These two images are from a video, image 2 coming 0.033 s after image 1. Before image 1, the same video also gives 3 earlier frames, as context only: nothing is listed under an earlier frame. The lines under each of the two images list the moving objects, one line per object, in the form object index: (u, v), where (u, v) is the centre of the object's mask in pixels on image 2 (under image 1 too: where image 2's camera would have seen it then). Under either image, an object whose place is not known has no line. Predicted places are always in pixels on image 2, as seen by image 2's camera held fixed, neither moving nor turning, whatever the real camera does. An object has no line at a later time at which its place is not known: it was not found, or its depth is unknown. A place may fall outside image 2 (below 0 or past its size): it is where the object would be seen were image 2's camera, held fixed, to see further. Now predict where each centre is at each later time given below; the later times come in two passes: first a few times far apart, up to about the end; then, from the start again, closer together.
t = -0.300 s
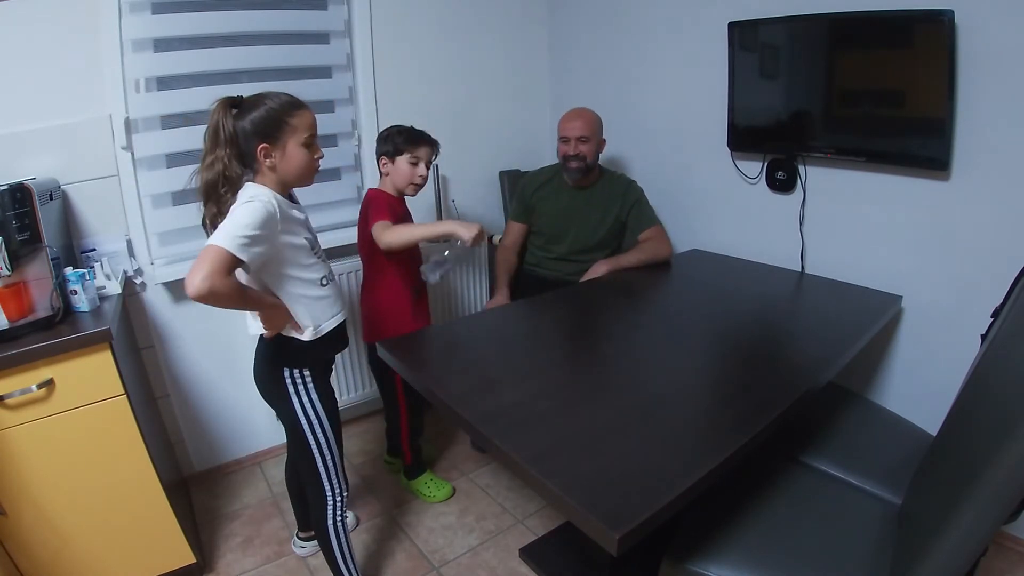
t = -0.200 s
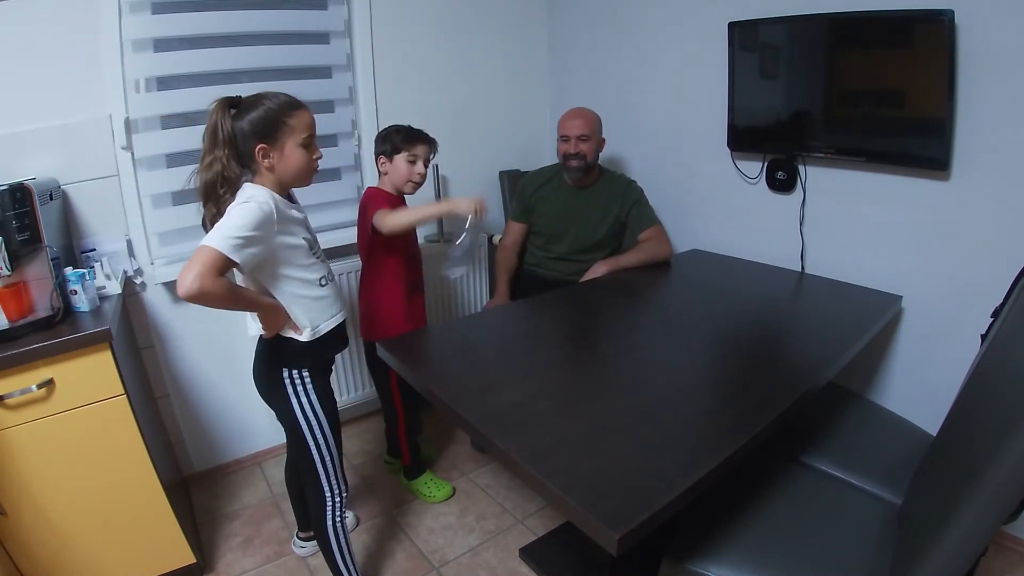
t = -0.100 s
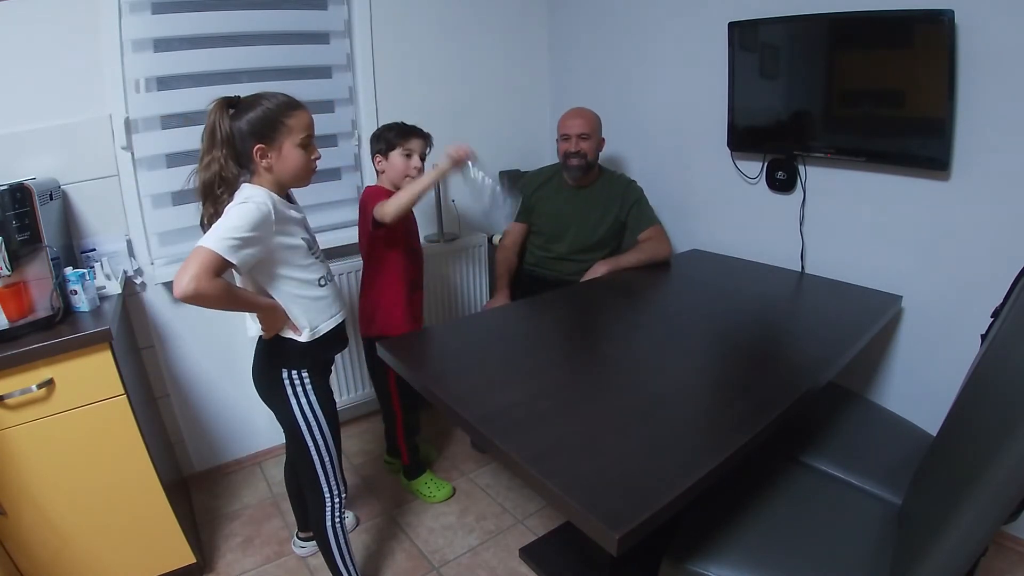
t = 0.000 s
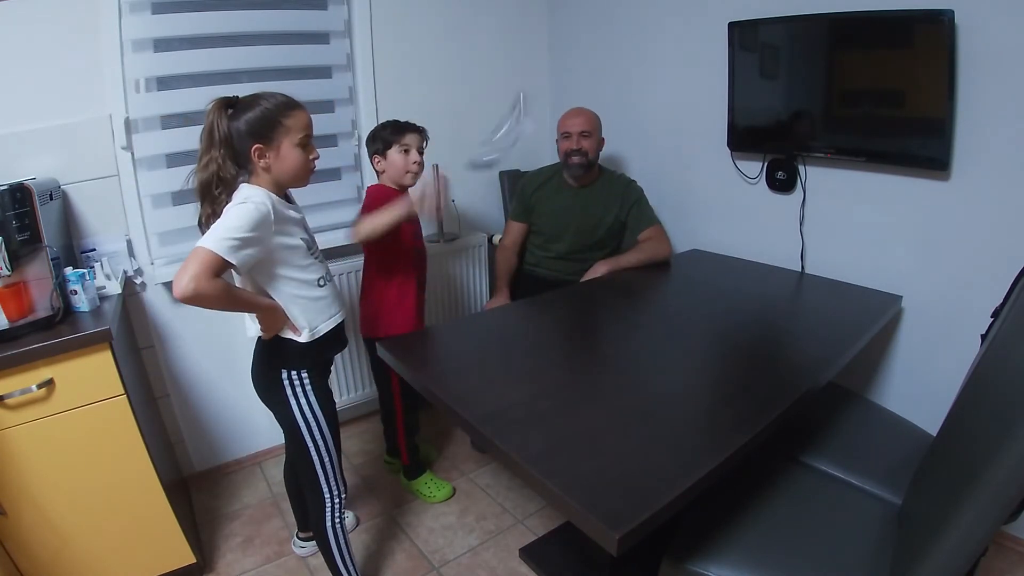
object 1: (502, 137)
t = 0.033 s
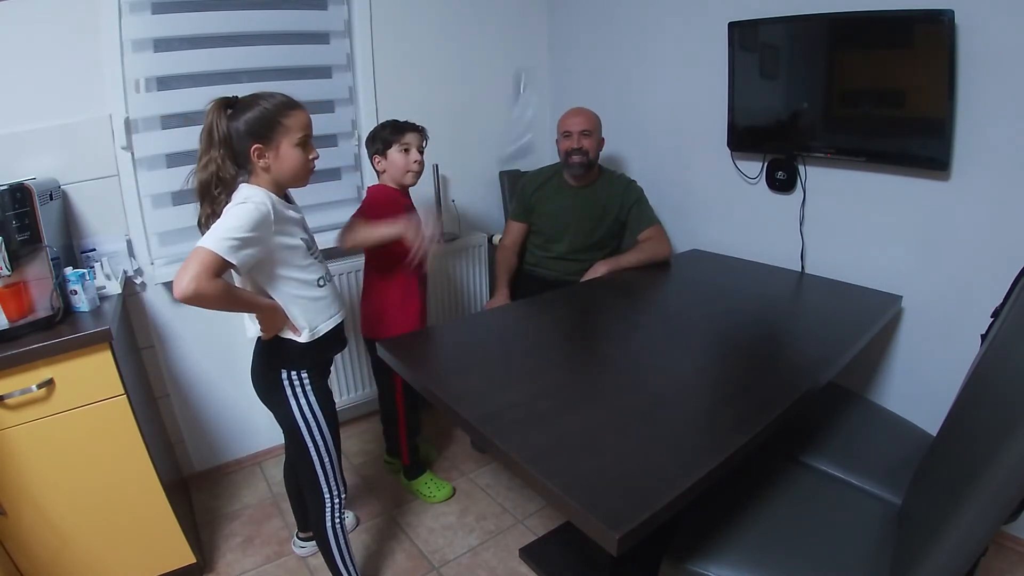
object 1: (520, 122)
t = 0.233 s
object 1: (579, 52)
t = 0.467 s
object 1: (627, 231)
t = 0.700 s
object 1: (644, 315)
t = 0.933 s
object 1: (650, 314)
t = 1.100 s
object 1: (650, 314)
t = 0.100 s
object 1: (551, 80)
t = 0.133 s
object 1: (561, 64)
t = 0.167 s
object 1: (567, 53)
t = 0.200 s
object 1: (573, 50)
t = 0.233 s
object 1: (579, 52)
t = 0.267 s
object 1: (586, 62)
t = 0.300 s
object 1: (595, 71)
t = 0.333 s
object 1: (603, 89)
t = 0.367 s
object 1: (610, 121)
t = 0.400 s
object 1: (614, 154)
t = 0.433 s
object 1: (621, 190)
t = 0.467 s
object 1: (627, 231)
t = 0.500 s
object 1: (633, 273)
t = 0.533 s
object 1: (633, 299)
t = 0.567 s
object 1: (633, 311)
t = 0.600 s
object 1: (637, 314)
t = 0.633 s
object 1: (640, 314)
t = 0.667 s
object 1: (642, 315)
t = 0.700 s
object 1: (644, 315)
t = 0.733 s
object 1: (646, 315)
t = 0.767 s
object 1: (648, 315)
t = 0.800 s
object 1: (649, 315)
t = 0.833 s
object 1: (650, 315)
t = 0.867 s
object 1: (649, 315)
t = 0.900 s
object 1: (650, 315)
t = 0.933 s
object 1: (650, 314)
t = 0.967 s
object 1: (650, 314)
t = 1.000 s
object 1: (650, 314)
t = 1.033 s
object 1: (650, 314)
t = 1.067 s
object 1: (650, 314)
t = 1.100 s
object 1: (650, 314)
